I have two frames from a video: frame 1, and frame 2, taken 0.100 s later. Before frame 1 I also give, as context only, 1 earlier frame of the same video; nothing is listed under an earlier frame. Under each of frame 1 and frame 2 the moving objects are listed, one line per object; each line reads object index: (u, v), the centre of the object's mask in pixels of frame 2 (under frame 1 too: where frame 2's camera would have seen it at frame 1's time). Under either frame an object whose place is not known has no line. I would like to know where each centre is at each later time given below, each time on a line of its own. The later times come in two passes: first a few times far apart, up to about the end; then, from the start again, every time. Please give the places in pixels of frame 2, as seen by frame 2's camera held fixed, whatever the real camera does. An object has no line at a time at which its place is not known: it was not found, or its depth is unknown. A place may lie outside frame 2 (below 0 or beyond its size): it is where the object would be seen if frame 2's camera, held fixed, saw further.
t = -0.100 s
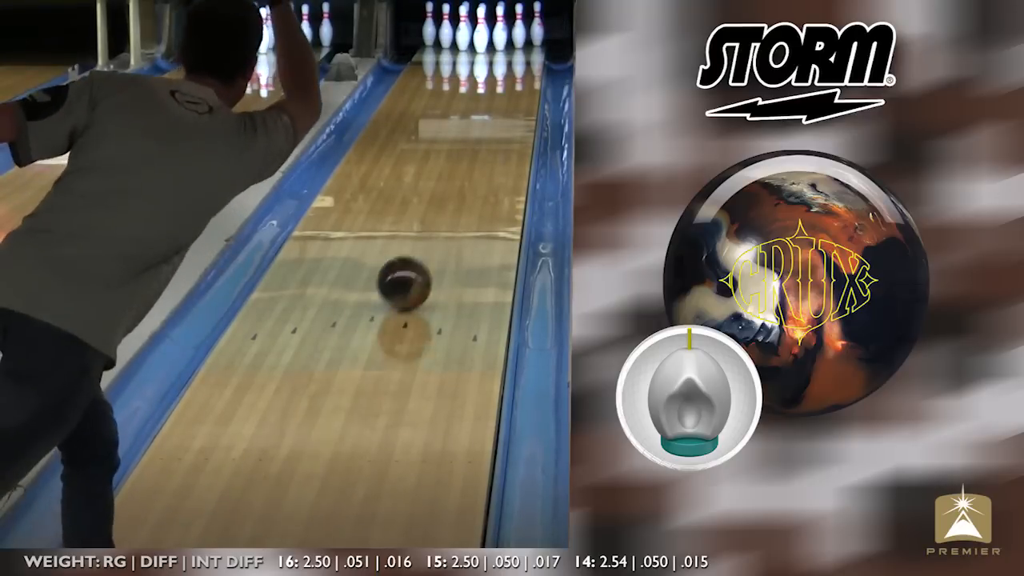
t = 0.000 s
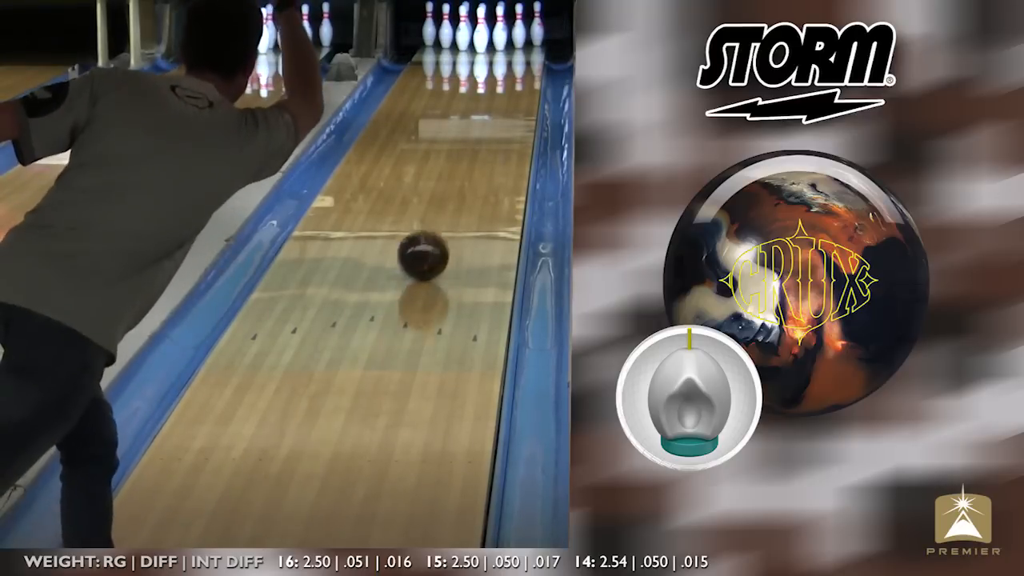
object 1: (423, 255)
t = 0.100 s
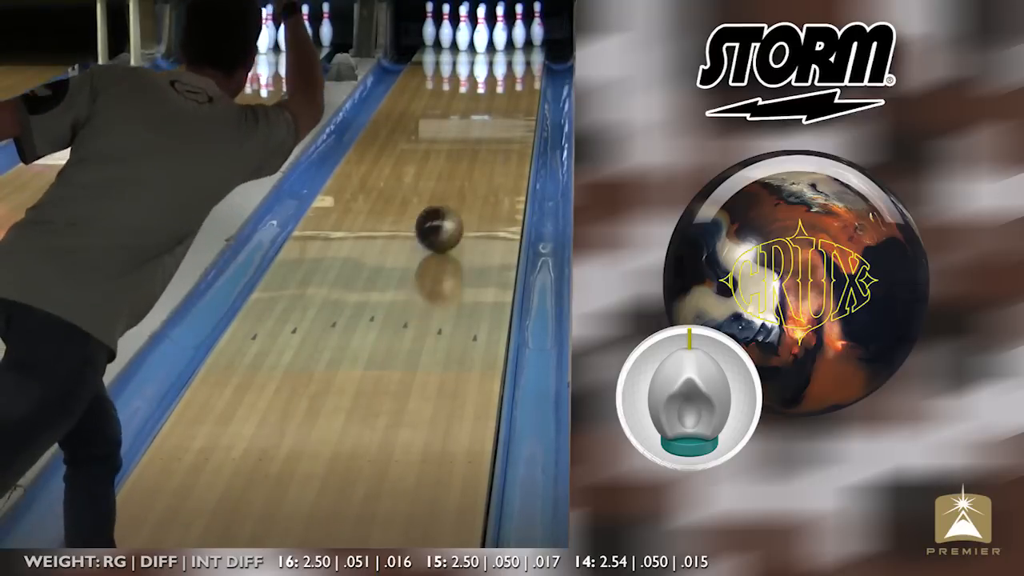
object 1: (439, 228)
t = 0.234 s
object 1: (457, 198)
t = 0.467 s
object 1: (483, 155)
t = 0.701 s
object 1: (500, 122)
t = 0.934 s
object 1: (511, 94)
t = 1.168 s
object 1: (514, 71)
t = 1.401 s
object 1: (506, 55)
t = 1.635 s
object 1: (491, 41)
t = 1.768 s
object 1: (490, 37)
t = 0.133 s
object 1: (444, 221)
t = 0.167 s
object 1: (449, 212)
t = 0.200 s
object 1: (453, 205)
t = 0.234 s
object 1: (457, 198)
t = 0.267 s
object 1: (461, 191)
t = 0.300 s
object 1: (465, 185)
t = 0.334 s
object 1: (469, 178)
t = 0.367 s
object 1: (473, 172)
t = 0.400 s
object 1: (475, 167)
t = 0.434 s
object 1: (479, 160)
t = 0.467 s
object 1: (483, 155)
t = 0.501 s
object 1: (486, 149)
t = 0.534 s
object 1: (488, 145)
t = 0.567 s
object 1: (491, 140)
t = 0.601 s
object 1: (494, 135)
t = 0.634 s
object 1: (496, 131)
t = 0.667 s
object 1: (498, 126)
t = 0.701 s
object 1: (500, 122)
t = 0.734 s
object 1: (502, 117)
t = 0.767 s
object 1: (504, 114)
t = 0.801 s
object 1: (506, 110)
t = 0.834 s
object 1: (508, 106)
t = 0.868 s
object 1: (509, 102)
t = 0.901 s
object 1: (510, 97)
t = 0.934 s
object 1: (511, 94)
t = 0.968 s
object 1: (512, 90)
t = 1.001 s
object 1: (513, 87)
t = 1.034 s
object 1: (513, 85)
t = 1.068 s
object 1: (512, 81)
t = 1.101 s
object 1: (514, 77)
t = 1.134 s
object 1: (514, 75)
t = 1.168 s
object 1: (514, 71)
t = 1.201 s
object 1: (514, 70)
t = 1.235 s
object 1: (512, 66)
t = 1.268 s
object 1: (512, 65)
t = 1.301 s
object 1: (511, 61)
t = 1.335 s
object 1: (510, 59)
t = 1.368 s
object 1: (508, 57)
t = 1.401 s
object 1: (506, 55)
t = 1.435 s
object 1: (504, 53)
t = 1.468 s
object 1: (502, 51)
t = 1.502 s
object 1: (500, 49)
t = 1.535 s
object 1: (497, 46)
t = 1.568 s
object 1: (495, 44)
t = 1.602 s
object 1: (492, 42)
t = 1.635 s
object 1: (491, 41)
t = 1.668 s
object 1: (492, 40)
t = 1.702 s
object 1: (491, 38)
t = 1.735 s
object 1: (490, 38)
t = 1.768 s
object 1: (490, 37)
